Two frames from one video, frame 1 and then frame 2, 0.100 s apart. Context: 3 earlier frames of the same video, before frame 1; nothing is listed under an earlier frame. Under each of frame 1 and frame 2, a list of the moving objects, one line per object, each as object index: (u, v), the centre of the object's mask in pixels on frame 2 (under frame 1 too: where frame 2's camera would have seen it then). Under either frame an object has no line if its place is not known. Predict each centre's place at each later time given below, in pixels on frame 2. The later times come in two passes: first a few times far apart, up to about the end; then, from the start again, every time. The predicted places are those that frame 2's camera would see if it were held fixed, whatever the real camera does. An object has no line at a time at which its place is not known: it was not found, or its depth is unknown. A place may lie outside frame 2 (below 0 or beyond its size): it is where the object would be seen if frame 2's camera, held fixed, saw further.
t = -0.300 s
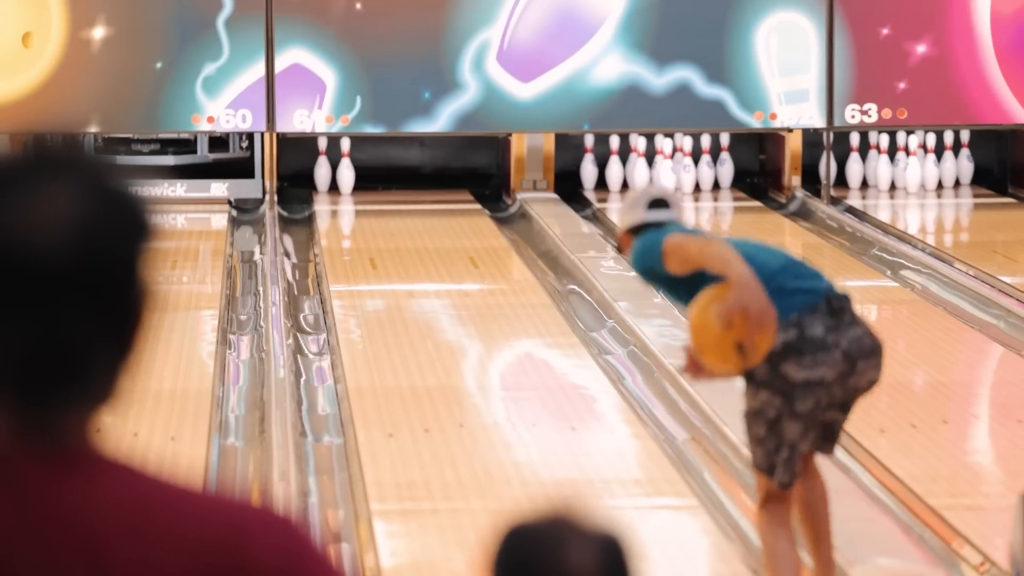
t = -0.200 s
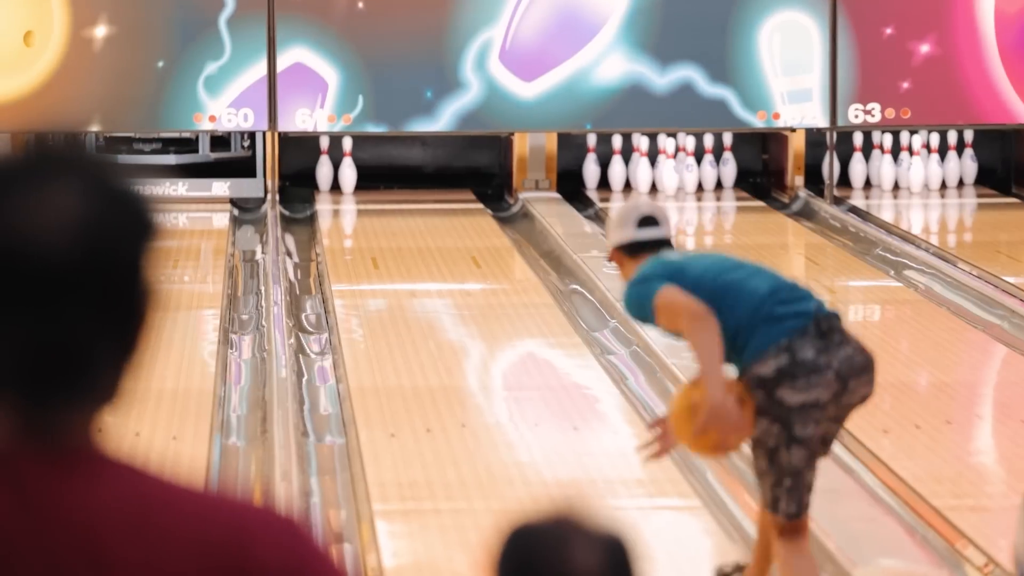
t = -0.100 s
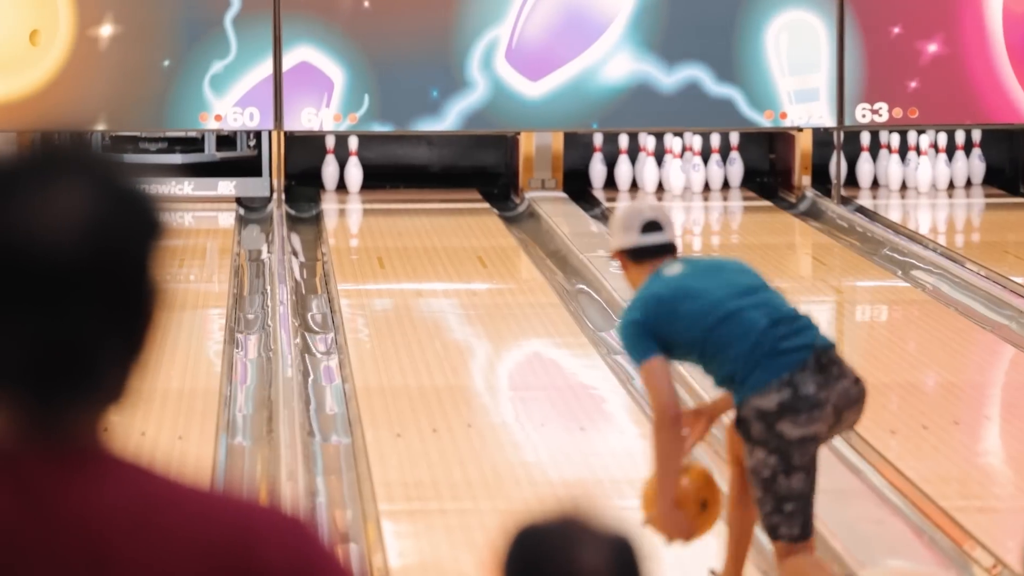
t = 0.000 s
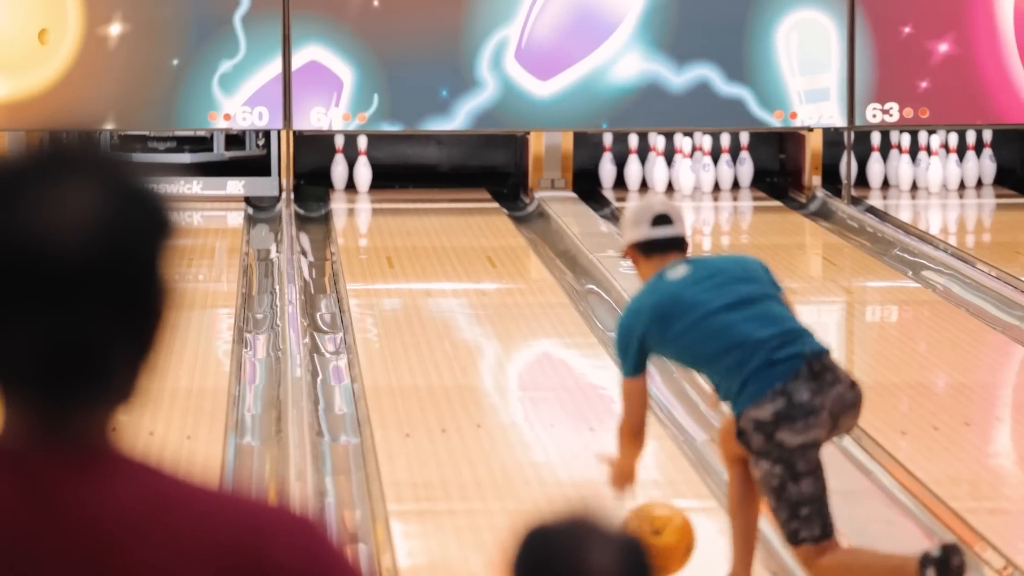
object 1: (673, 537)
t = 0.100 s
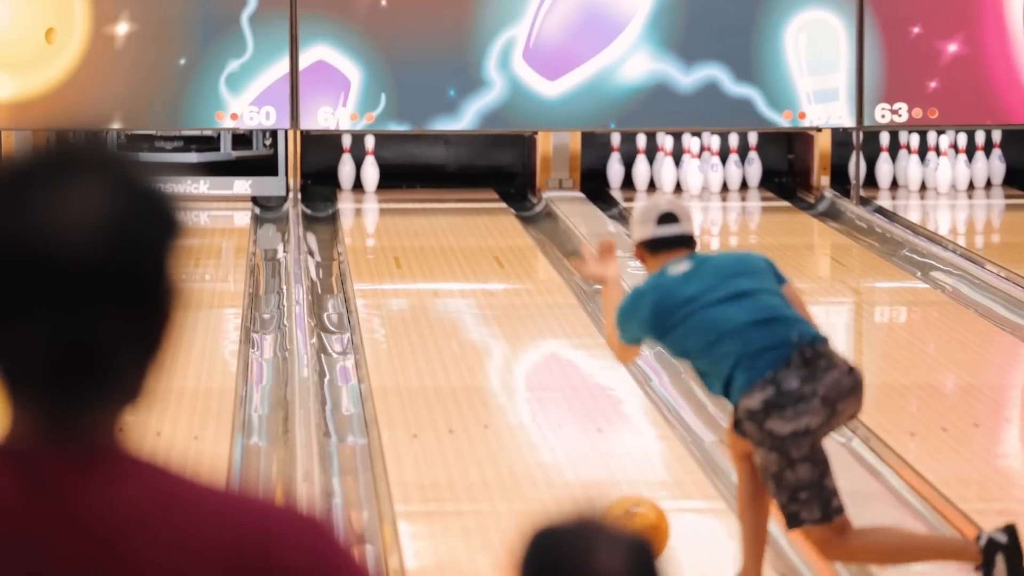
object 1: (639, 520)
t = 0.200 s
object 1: (603, 499)
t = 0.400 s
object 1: (549, 456)
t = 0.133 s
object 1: (627, 513)
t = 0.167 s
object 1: (615, 505)
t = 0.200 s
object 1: (603, 499)
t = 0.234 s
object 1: (593, 494)
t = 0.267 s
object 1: (583, 487)
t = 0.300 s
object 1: (574, 480)
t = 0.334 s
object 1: (565, 472)
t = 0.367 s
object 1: (557, 463)
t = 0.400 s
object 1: (549, 456)
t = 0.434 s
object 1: (542, 448)
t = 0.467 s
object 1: (535, 441)
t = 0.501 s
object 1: (529, 434)
